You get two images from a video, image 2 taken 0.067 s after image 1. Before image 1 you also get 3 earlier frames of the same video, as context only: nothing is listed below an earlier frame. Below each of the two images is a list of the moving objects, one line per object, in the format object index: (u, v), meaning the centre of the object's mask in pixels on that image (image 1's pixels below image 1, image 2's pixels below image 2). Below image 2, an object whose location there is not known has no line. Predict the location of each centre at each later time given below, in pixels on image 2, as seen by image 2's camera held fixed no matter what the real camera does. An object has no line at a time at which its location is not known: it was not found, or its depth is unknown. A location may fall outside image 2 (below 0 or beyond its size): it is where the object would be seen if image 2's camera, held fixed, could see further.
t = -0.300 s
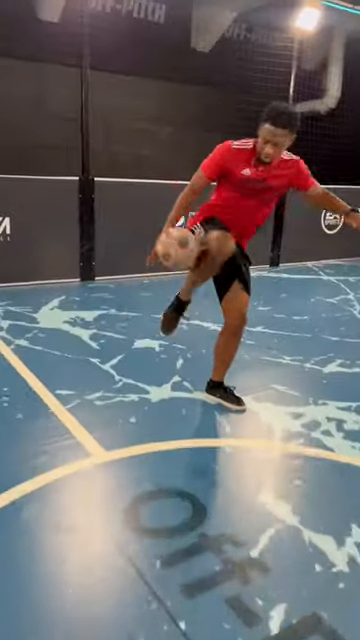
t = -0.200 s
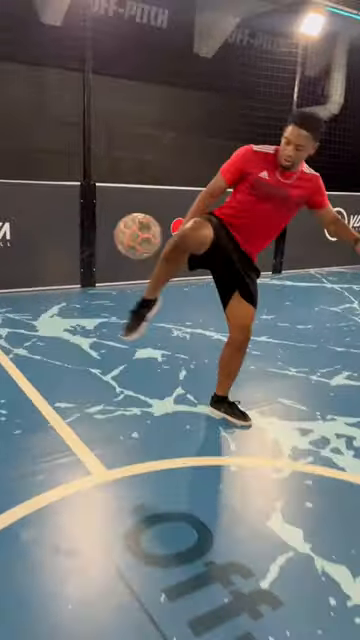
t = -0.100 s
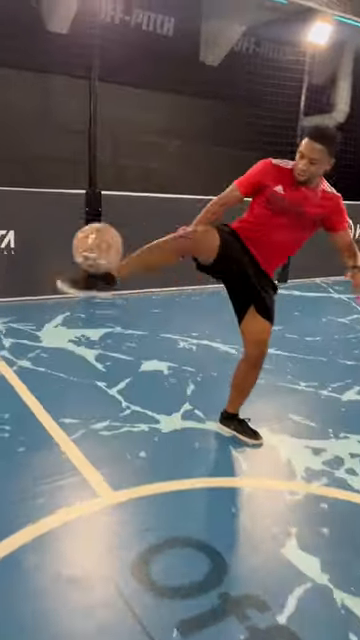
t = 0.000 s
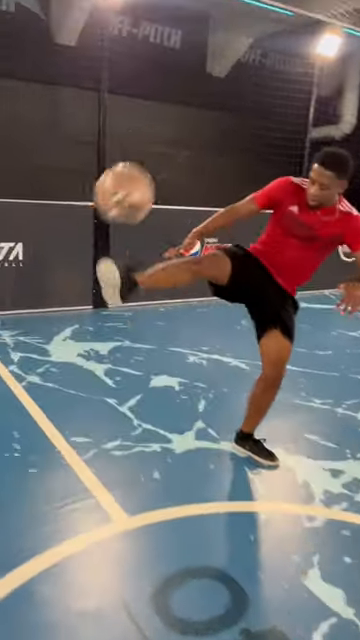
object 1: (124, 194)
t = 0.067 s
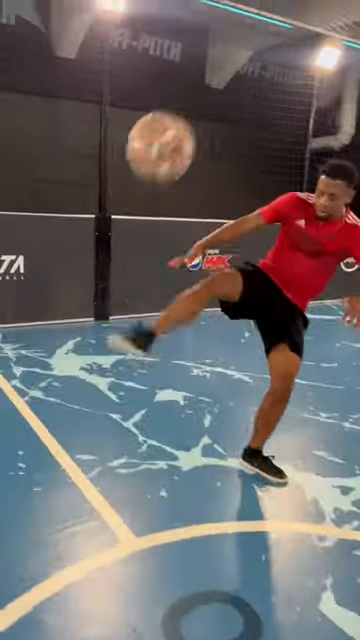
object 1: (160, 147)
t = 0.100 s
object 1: (181, 118)
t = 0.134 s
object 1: (205, 89)
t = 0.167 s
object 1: (232, 63)
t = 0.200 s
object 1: (264, 40)
